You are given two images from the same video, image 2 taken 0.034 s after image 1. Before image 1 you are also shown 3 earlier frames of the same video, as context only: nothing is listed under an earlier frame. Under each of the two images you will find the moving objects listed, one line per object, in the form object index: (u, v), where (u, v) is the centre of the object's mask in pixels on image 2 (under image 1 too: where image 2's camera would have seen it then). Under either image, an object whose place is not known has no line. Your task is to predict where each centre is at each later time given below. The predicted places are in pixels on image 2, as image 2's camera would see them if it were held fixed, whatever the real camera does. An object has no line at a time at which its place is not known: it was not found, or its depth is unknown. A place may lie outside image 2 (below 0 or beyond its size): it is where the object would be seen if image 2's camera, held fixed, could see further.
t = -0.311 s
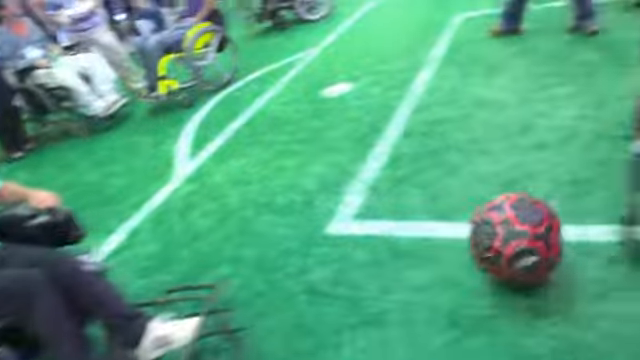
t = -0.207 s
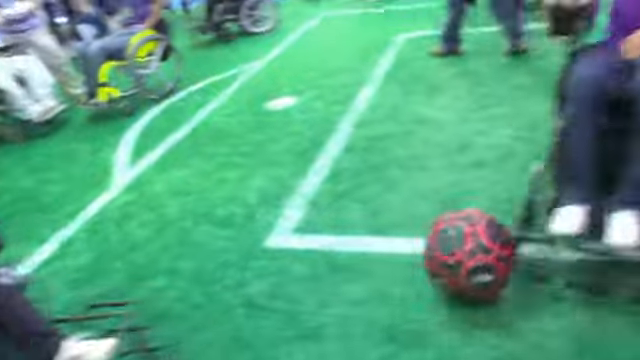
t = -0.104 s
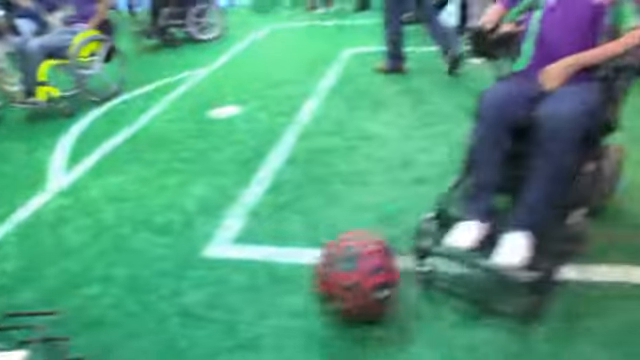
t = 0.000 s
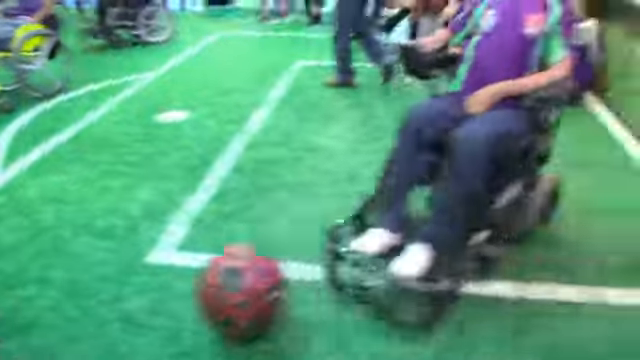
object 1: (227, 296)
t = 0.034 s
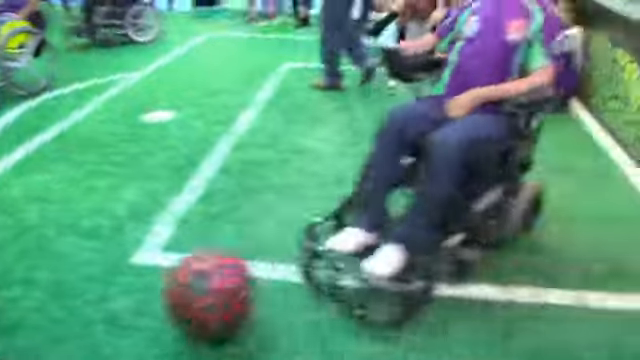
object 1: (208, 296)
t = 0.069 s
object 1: (192, 295)
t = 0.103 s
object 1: (177, 297)
